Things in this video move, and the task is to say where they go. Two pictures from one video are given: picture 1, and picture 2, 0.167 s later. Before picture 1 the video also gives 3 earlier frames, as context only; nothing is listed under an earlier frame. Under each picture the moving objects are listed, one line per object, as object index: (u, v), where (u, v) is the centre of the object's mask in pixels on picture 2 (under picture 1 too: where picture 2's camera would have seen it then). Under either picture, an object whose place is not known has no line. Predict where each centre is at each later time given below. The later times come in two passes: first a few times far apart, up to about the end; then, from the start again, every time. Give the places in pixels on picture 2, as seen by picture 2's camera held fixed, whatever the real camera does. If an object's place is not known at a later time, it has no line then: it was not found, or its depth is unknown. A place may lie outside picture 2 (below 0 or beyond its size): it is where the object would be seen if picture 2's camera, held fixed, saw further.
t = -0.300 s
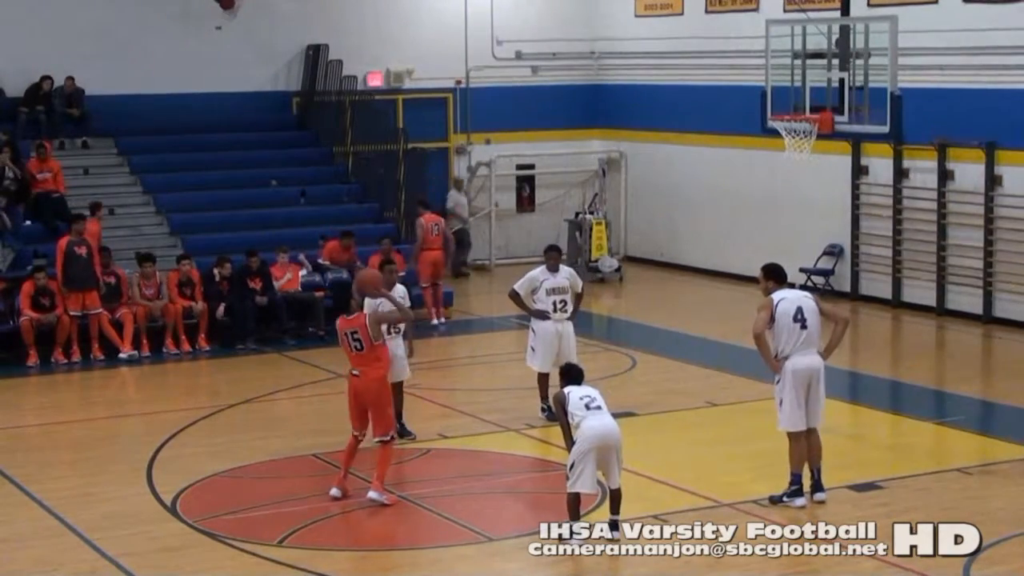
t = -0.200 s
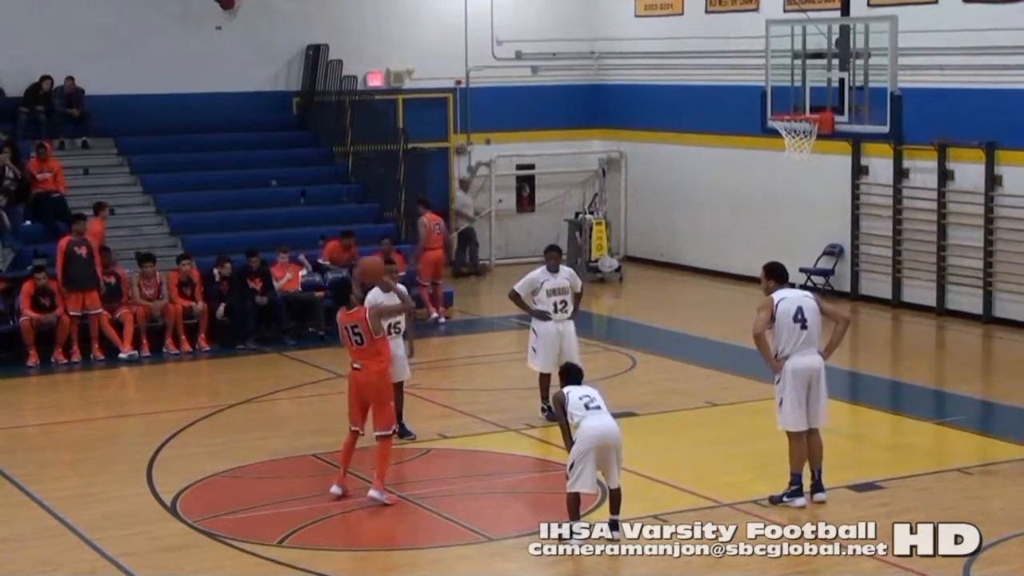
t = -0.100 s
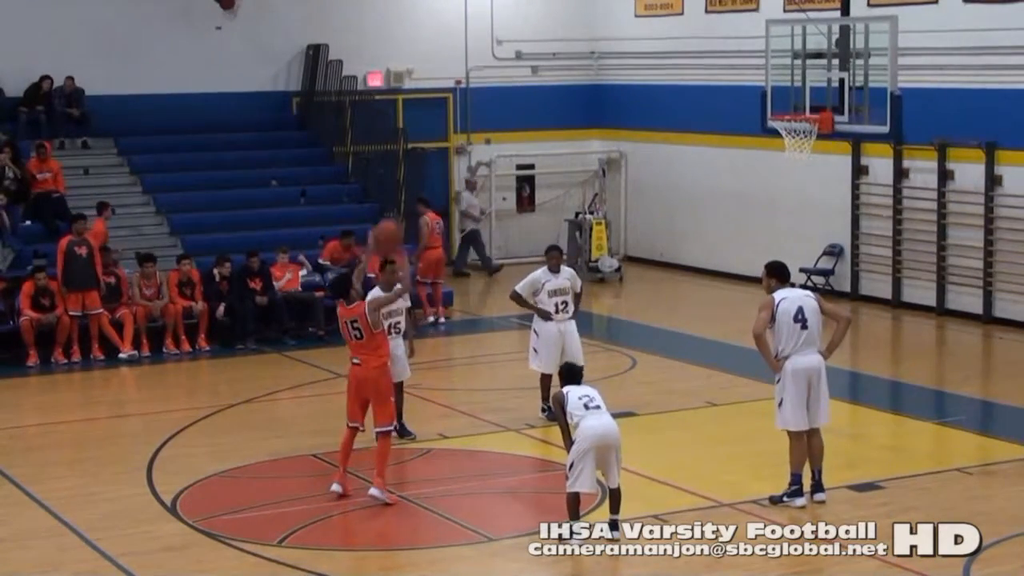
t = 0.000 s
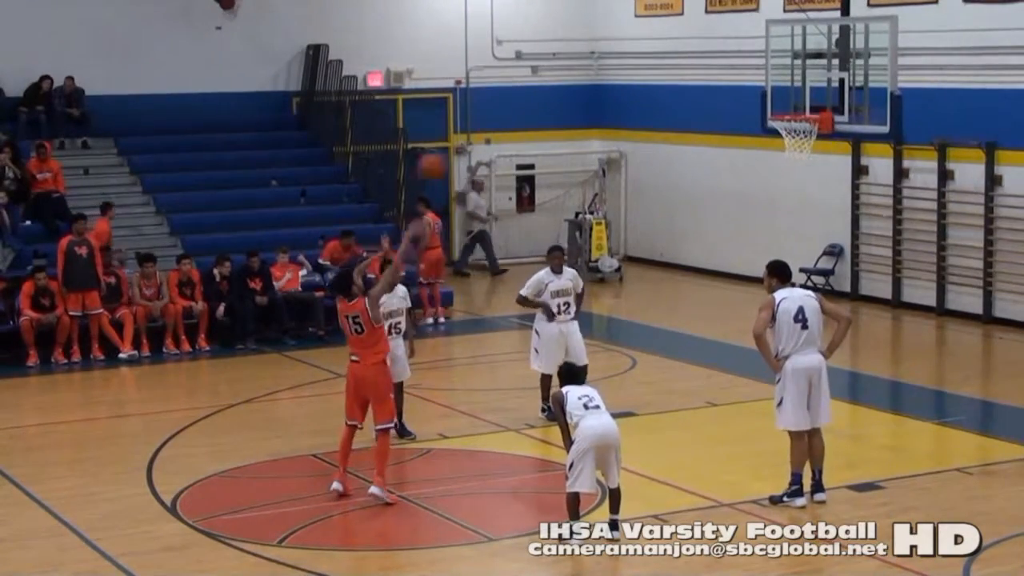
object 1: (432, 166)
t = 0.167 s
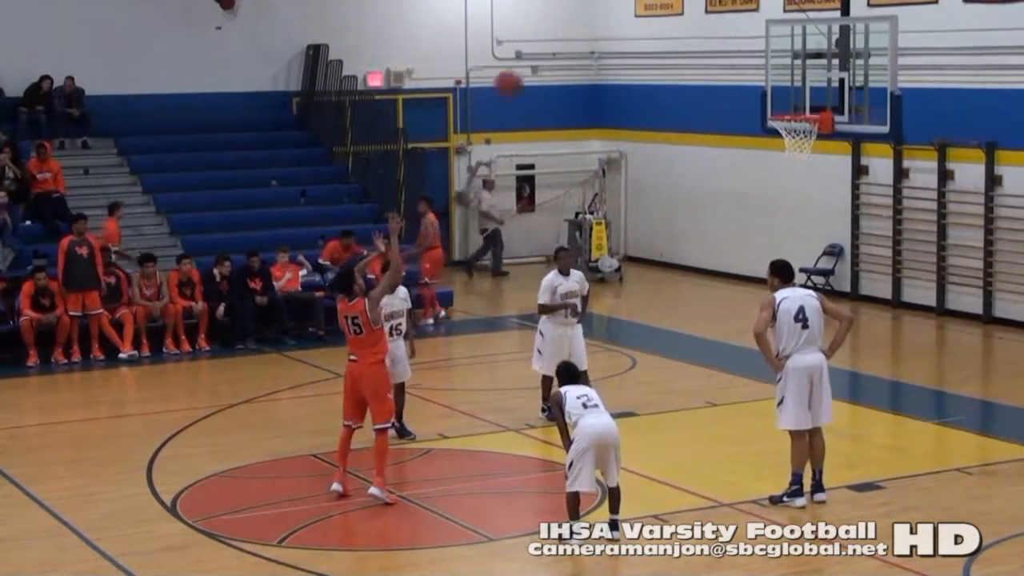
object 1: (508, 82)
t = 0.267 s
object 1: (551, 49)
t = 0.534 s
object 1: (665, 15)
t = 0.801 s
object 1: (771, 58)
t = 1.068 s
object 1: (814, 77)
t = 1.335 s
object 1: (771, 72)
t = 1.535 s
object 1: (739, 116)
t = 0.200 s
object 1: (523, 69)
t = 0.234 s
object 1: (538, 59)
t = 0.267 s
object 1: (551, 49)
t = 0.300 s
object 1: (567, 40)
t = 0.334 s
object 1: (581, 33)
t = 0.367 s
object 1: (595, 27)
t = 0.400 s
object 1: (609, 22)
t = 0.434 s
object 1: (624, 18)
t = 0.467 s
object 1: (638, 16)
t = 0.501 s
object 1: (652, 15)
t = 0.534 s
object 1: (665, 15)
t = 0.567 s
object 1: (679, 16)
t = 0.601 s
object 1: (692, 19)
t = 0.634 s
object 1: (705, 22)
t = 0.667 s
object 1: (719, 27)
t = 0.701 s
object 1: (732, 33)
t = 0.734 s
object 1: (745, 40)
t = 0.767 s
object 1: (758, 48)
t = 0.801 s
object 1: (771, 58)
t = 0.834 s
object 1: (783, 69)
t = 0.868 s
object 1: (796, 80)
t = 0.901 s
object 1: (808, 91)
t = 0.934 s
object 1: (821, 103)
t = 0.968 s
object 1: (827, 97)
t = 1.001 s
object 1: (823, 89)
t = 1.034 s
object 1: (819, 81)
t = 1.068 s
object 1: (814, 77)
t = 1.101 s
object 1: (808, 72)
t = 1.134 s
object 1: (803, 69)
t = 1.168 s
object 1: (798, 66)
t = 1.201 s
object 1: (793, 64)
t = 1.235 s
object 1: (787, 64)
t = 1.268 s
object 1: (781, 66)
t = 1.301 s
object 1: (777, 68)
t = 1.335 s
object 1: (771, 72)
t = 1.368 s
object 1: (767, 76)
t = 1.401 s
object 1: (761, 81)
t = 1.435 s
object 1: (755, 89)
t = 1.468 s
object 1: (750, 97)
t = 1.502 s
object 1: (744, 104)
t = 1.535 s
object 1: (739, 116)
